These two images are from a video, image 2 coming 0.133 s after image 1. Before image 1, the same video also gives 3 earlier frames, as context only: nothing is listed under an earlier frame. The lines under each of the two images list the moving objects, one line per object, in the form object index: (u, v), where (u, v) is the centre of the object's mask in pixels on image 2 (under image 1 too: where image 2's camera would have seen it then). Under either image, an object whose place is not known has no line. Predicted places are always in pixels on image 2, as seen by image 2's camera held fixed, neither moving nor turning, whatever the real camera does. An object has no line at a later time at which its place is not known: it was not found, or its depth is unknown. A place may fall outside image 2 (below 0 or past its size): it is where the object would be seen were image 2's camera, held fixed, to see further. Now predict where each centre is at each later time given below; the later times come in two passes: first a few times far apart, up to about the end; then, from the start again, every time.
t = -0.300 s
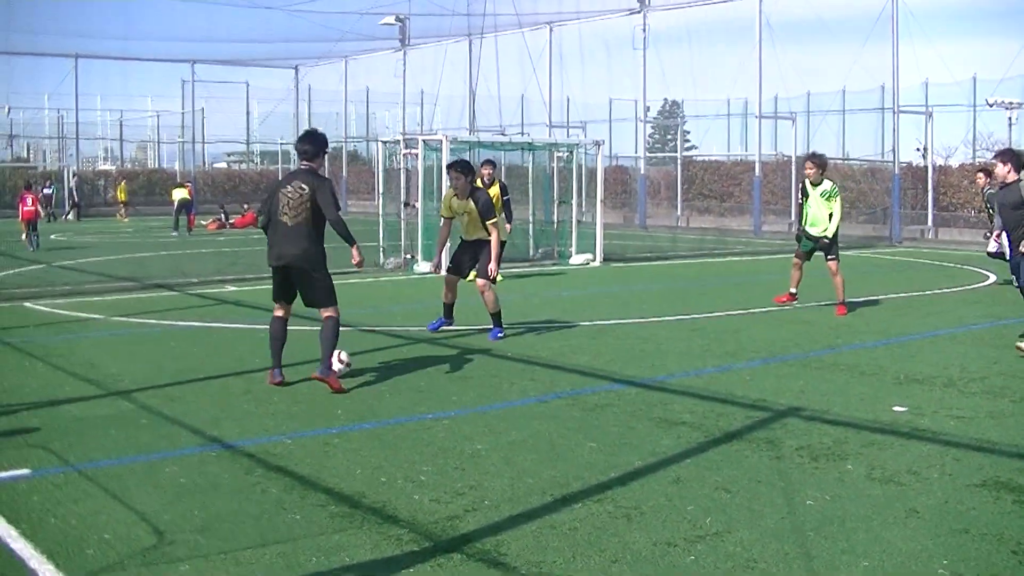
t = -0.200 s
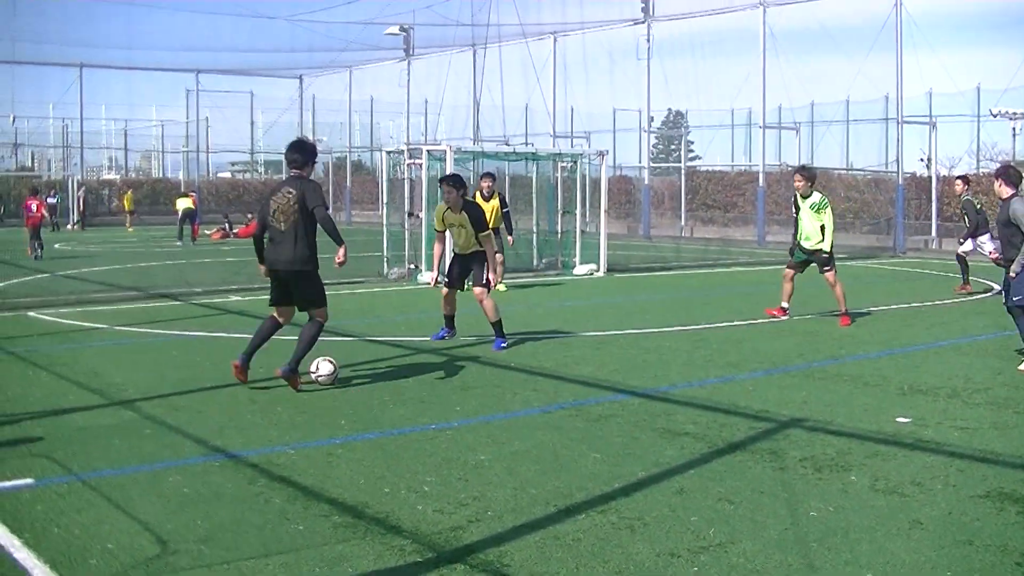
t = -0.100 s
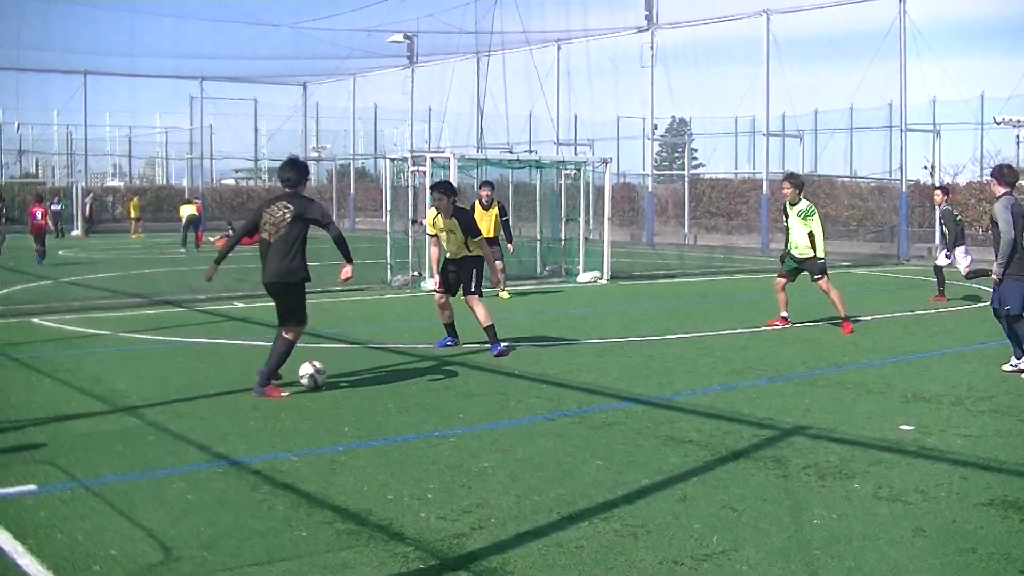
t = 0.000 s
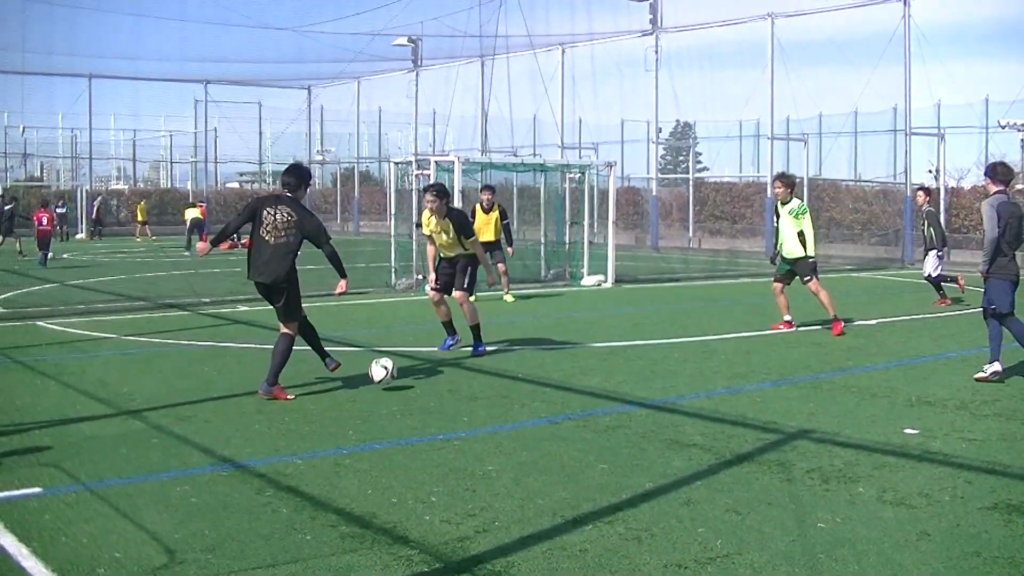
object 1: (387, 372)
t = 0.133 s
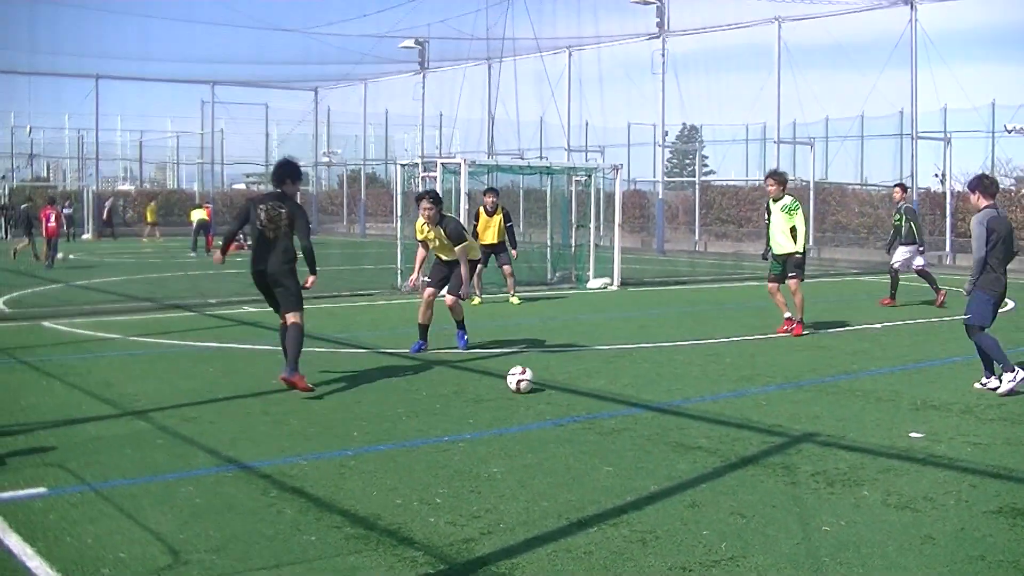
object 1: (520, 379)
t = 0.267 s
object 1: (633, 379)
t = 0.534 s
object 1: (811, 380)
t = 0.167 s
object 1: (549, 378)
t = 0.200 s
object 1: (576, 376)
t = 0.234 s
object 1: (605, 377)
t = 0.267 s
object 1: (633, 379)
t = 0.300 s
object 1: (657, 378)
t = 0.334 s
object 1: (681, 379)
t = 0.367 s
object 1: (705, 379)
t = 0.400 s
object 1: (727, 379)
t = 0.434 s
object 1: (750, 379)
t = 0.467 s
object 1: (771, 379)
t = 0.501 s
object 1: (791, 379)
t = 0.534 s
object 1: (811, 380)
